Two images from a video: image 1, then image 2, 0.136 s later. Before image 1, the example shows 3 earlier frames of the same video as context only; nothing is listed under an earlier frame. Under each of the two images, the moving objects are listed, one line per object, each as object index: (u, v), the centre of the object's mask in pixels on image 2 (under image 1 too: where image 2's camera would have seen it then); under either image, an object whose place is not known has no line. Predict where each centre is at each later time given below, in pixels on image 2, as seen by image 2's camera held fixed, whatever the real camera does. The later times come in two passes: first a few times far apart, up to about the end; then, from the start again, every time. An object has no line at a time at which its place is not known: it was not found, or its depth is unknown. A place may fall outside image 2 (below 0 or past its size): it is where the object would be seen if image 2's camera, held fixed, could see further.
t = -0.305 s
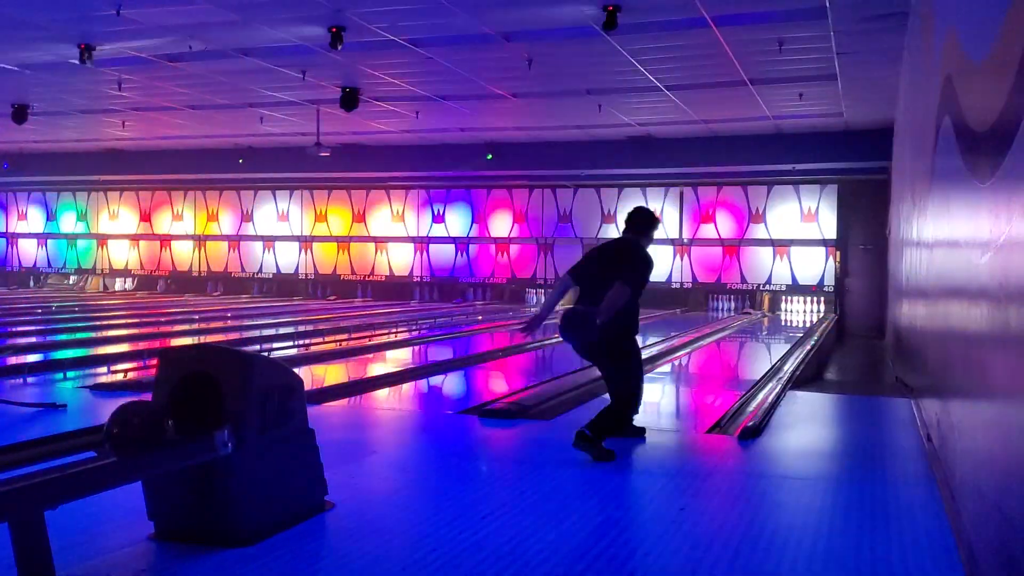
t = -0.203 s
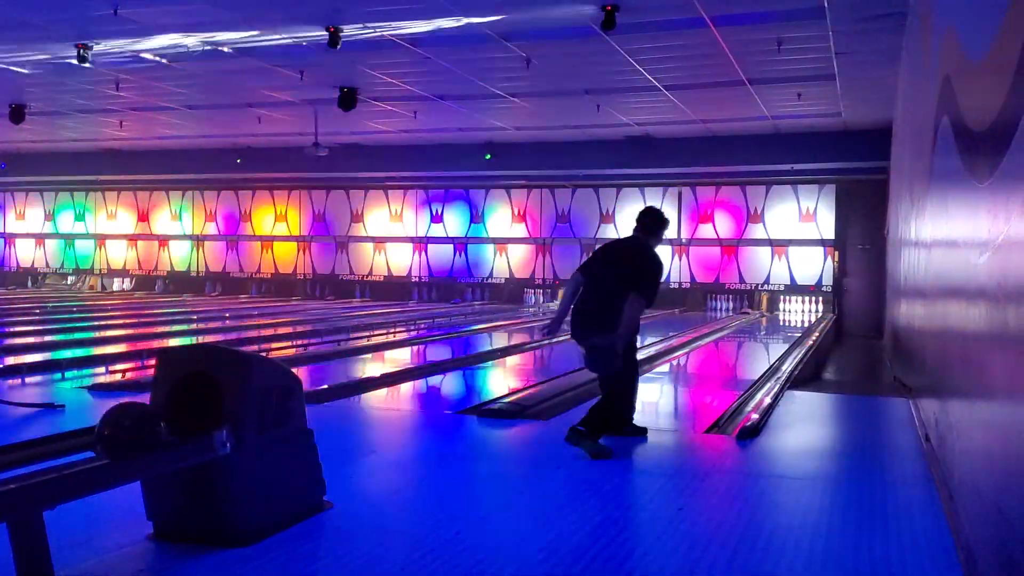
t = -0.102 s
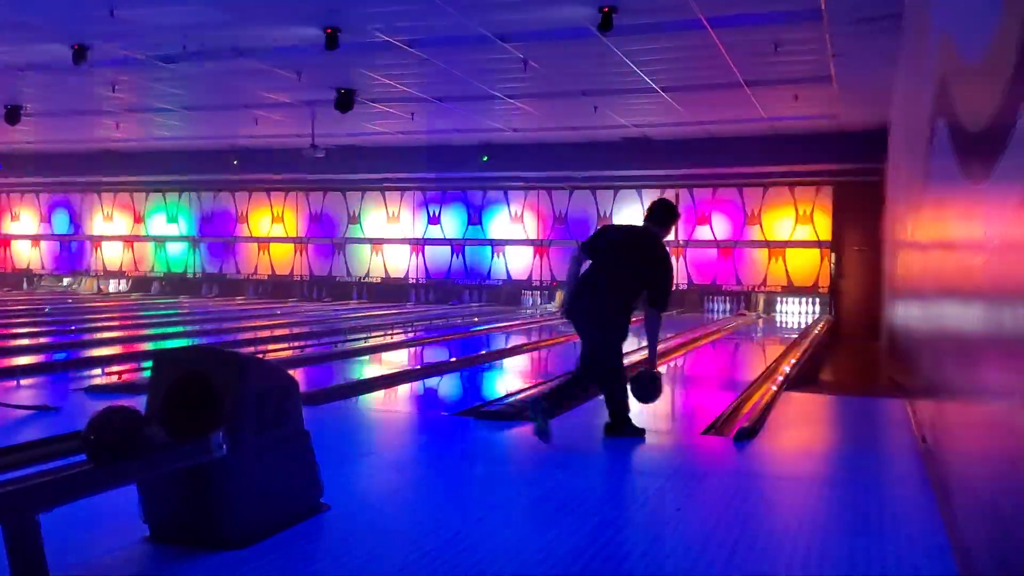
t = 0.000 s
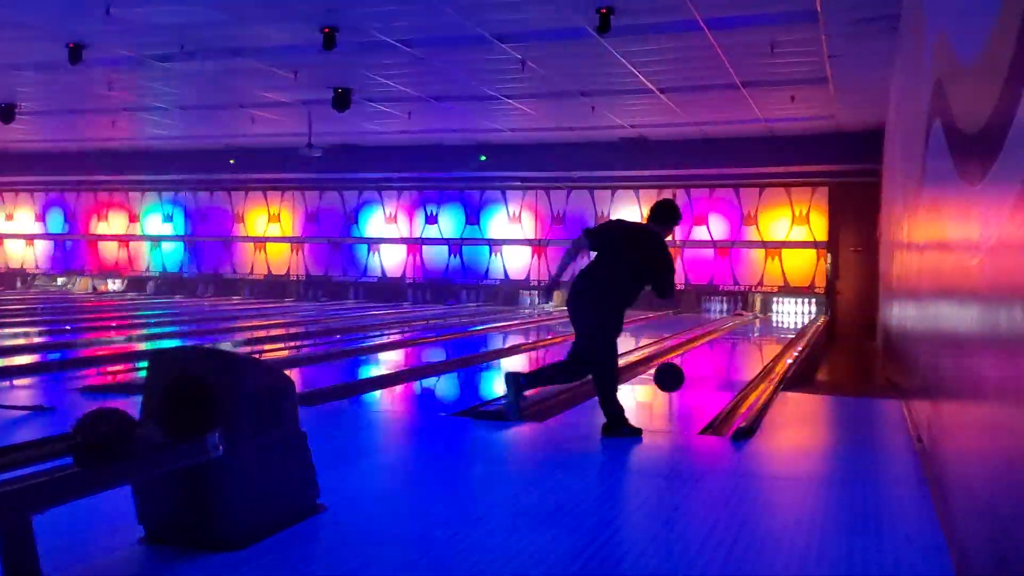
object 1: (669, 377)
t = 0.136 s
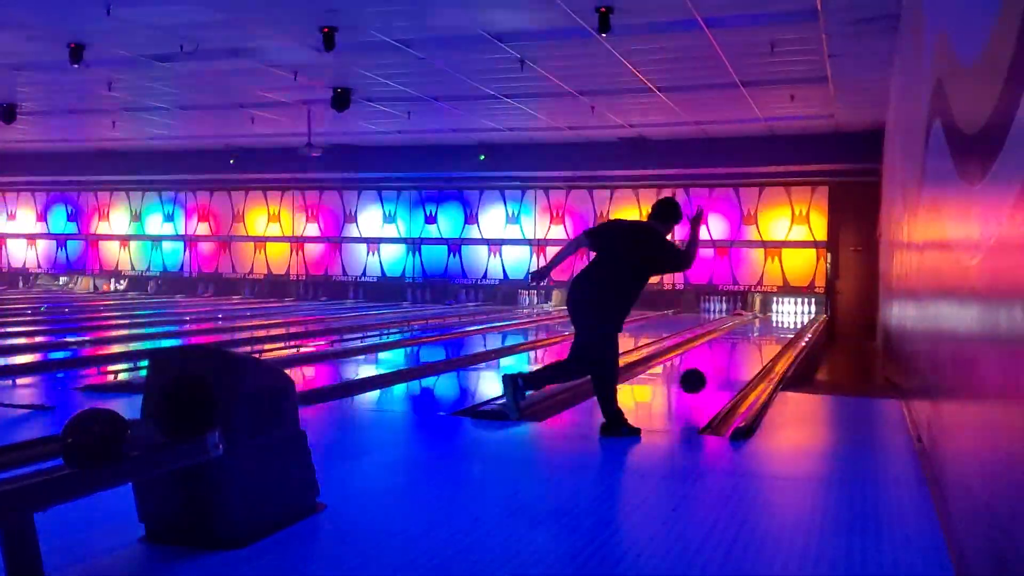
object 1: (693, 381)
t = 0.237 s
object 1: (707, 383)
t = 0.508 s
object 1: (737, 364)
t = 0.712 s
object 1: (752, 352)
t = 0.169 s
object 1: (698, 385)
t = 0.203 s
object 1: (703, 386)
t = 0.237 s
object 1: (707, 383)
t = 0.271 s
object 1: (712, 380)
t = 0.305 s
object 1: (717, 377)
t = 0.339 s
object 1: (721, 375)
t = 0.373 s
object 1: (724, 373)
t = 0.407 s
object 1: (728, 370)
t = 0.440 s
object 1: (731, 368)
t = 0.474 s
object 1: (734, 366)
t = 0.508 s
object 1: (737, 364)
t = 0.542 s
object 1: (739, 361)
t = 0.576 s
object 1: (742, 359)
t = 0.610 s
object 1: (745, 357)
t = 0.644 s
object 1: (747, 355)
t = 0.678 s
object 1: (750, 353)
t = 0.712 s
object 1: (752, 352)
